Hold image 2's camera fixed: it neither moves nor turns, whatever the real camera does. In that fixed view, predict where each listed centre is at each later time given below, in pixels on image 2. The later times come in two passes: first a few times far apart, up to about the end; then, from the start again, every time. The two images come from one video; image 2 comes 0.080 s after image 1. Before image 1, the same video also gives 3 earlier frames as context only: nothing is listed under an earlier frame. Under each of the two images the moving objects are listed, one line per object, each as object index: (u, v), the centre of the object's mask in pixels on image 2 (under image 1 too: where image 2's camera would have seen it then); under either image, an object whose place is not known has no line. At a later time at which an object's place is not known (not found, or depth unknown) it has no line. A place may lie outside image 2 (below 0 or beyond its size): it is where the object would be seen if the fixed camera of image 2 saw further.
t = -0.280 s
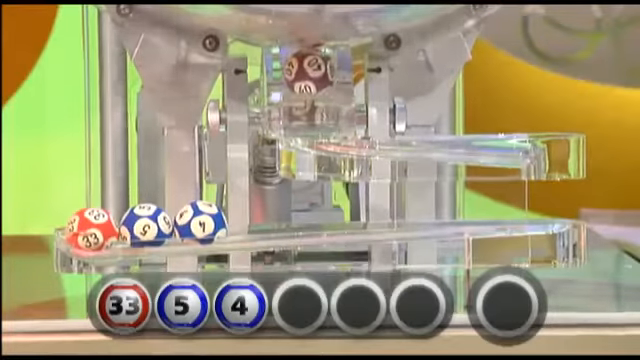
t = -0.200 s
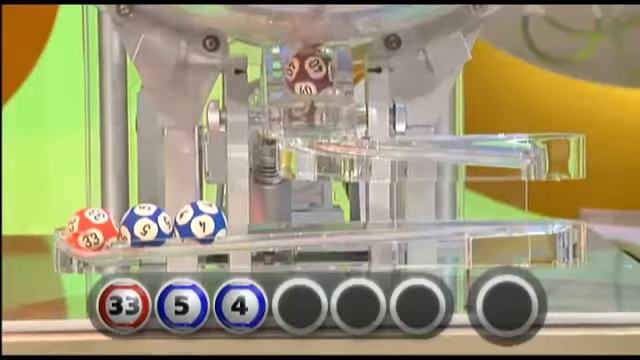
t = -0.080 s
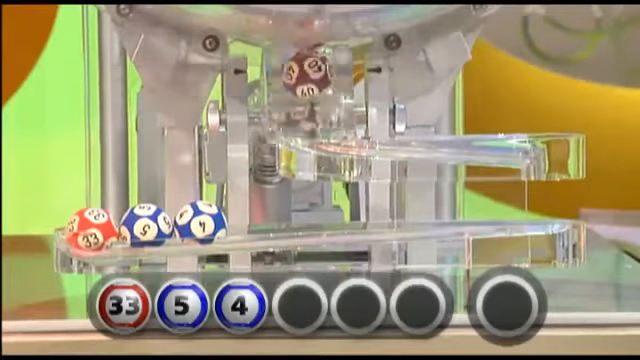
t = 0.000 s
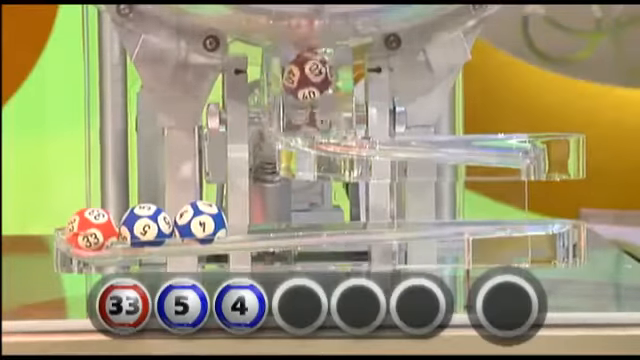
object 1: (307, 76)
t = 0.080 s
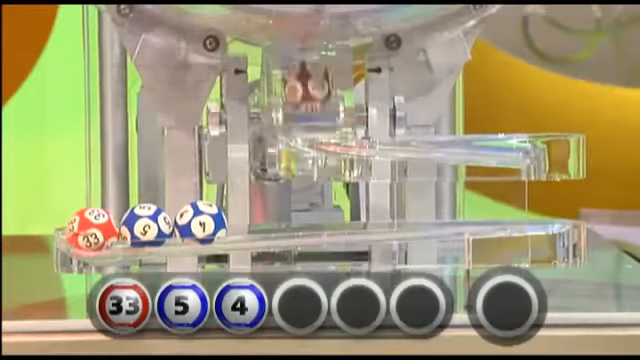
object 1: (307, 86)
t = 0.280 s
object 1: (317, 116)
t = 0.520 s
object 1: (364, 127)
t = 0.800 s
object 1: (522, 136)
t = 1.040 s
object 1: (544, 202)
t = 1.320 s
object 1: (541, 197)
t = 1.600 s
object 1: (522, 203)
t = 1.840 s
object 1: (490, 204)
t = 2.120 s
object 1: (441, 209)
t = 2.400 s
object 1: (376, 213)
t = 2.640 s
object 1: (308, 217)
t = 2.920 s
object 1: (255, 220)
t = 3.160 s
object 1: (253, 220)
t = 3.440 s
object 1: (253, 220)
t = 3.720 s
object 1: (253, 220)
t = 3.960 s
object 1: (253, 220)
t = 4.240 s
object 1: (253, 220)
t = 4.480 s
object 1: (253, 220)
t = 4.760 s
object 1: (253, 220)
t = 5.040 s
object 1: (253, 220)
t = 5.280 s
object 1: (253, 220)
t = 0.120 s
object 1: (308, 91)
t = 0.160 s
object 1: (310, 102)
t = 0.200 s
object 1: (311, 106)
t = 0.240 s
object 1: (313, 115)
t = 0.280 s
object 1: (317, 116)
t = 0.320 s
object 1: (317, 118)
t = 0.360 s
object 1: (318, 117)
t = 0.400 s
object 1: (323, 119)
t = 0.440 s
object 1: (329, 124)
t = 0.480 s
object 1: (345, 125)
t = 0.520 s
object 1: (364, 127)
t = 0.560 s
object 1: (385, 128)
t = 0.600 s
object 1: (407, 130)
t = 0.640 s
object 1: (426, 132)
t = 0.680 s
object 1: (453, 132)
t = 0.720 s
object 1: (476, 132)
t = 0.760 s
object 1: (499, 134)
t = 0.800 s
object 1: (522, 136)
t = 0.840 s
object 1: (545, 145)
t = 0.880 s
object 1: (547, 149)
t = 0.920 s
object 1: (548, 153)
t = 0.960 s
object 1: (548, 165)
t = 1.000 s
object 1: (546, 185)
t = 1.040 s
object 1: (544, 202)
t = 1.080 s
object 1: (547, 199)
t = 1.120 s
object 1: (546, 197)
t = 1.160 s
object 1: (545, 198)
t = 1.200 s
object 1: (546, 197)
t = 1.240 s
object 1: (546, 196)
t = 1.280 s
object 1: (543, 200)
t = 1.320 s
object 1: (541, 197)
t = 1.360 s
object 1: (541, 201)
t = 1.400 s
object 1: (539, 202)
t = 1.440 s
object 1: (535, 202)
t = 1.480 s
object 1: (532, 201)
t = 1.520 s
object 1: (529, 204)
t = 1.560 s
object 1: (525, 203)
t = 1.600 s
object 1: (522, 203)
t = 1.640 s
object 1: (518, 203)
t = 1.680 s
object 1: (513, 204)
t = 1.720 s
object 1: (508, 205)
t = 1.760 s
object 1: (503, 204)
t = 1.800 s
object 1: (497, 204)
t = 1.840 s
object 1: (490, 204)
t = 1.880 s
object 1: (483, 206)
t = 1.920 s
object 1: (478, 206)
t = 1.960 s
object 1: (471, 207)
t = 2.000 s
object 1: (464, 208)
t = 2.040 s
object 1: (456, 208)
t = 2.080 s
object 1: (450, 207)
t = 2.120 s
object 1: (441, 209)
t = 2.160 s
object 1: (432, 210)
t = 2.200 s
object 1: (425, 210)
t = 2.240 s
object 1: (415, 211)
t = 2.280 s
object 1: (406, 211)
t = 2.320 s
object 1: (394, 212)
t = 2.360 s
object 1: (385, 213)
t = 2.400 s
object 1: (376, 213)
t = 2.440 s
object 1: (365, 213)
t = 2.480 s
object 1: (355, 214)
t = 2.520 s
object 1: (343, 215)
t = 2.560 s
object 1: (330, 215)
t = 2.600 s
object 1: (318, 216)
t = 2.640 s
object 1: (308, 217)
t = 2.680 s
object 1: (297, 217)
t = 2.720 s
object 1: (284, 218)
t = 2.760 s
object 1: (271, 218)
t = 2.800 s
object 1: (261, 220)
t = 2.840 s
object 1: (254, 220)
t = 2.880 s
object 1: (255, 220)
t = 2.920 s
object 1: (255, 220)
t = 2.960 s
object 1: (256, 220)
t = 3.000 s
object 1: (256, 220)
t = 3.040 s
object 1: (255, 220)
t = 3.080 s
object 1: (254, 220)
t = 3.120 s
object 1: (253, 220)
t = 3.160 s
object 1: (253, 220)
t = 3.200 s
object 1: (254, 220)
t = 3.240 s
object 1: (254, 220)
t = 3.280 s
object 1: (254, 220)
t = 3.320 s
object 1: (253, 220)
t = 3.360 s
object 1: (253, 220)
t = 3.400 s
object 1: (253, 220)
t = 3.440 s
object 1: (253, 220)
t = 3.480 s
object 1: (253, 220)
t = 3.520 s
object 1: (253, 220)
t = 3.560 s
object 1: (253, 220)
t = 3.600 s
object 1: (253, 220)
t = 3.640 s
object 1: (253, 220)
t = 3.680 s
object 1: (253, 220)
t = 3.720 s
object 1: (253, 220)
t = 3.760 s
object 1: (253, 220)
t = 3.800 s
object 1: (253, 220)
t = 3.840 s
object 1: (253, 220)
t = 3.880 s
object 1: (253, 220)
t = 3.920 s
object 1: (253, 220)
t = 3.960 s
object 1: (253, 220)
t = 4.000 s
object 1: (253, 220)
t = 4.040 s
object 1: (253, 220)
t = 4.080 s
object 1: (253, 220)
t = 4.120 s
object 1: (253, 220)
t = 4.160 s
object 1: (253, 220)
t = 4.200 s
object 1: (253, 220)
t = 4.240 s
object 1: (253, 220)
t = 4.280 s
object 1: (253, 220)
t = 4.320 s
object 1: (253, 220)
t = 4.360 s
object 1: (253, 220)
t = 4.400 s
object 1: (253, 220)
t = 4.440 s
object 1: (253, 220)
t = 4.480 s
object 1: (253, 220)
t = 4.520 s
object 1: (253, 220)
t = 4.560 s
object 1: (253, 220)
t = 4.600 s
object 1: (253, 220)
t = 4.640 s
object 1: (253, 220)
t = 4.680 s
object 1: (253, 220)
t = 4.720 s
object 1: (253, 220)
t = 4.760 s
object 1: (253, 220)
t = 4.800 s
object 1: (253, 220)
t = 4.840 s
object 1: (253, 220)
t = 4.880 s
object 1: (253, 220)
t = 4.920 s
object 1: (253, 220)
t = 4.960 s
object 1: (253, 220)
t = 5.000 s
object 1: (253, 220)
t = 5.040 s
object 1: (253, 220)
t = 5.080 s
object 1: (253, 220)
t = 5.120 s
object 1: (253, 220)
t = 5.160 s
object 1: (253, 220)
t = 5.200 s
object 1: (253, 220)
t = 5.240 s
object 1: (253, 220)
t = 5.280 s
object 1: (253, 220)
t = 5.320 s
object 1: (253, 220)
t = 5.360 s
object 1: (253, 220)
